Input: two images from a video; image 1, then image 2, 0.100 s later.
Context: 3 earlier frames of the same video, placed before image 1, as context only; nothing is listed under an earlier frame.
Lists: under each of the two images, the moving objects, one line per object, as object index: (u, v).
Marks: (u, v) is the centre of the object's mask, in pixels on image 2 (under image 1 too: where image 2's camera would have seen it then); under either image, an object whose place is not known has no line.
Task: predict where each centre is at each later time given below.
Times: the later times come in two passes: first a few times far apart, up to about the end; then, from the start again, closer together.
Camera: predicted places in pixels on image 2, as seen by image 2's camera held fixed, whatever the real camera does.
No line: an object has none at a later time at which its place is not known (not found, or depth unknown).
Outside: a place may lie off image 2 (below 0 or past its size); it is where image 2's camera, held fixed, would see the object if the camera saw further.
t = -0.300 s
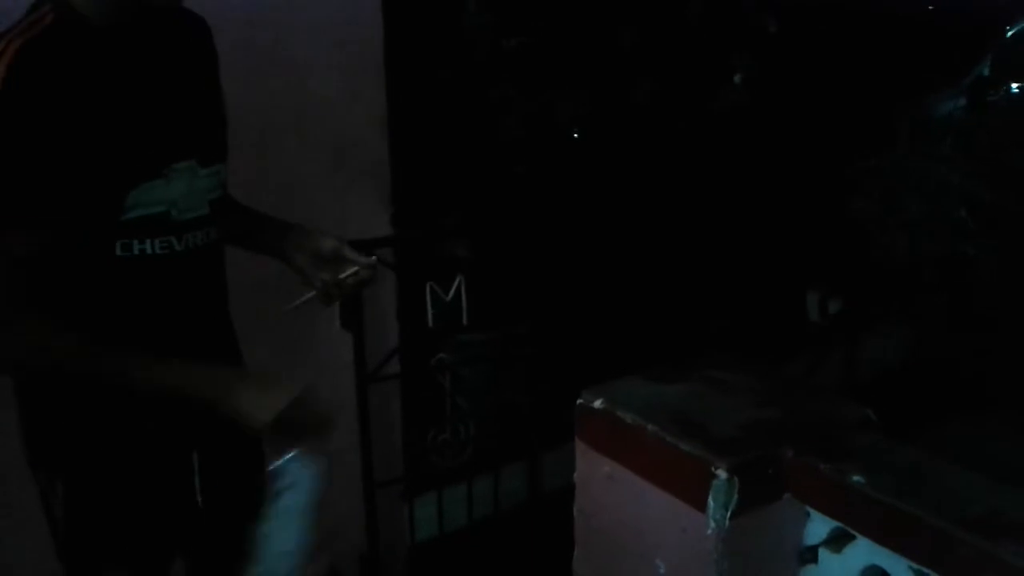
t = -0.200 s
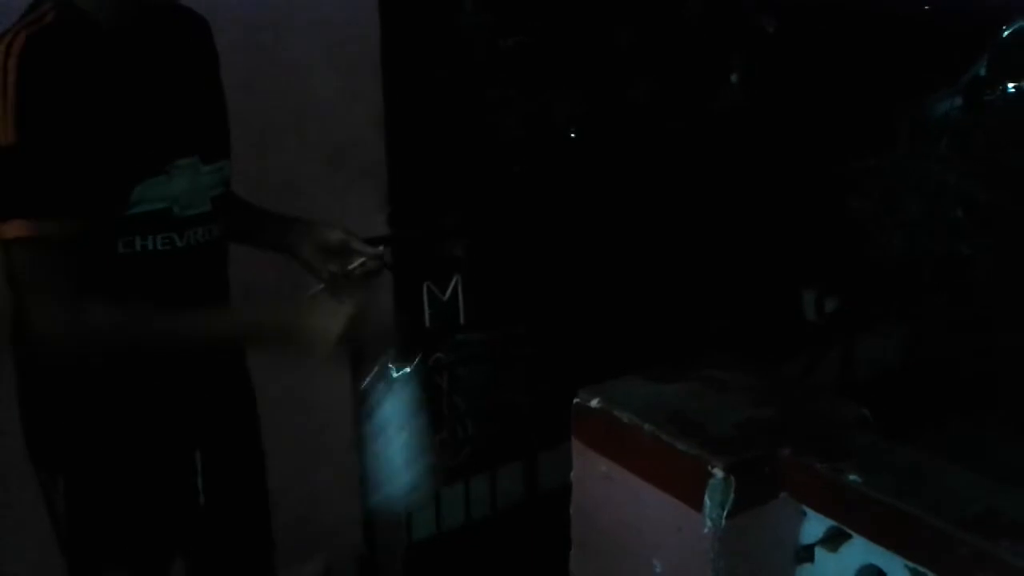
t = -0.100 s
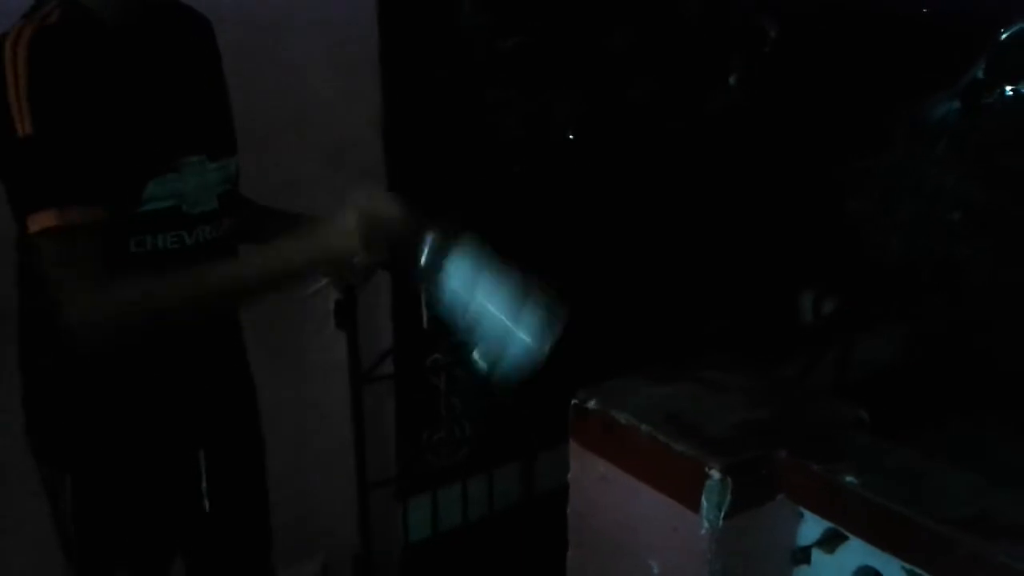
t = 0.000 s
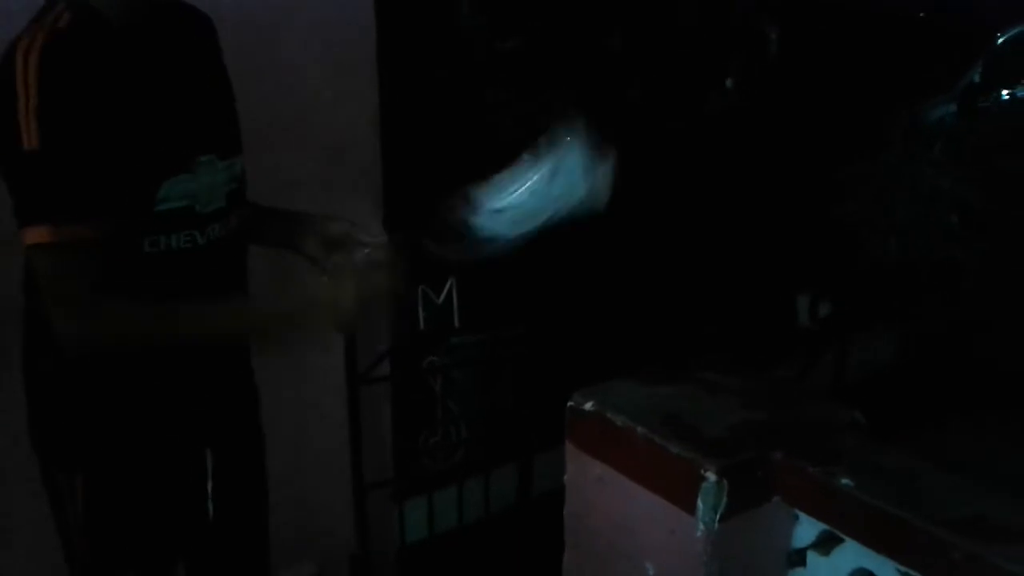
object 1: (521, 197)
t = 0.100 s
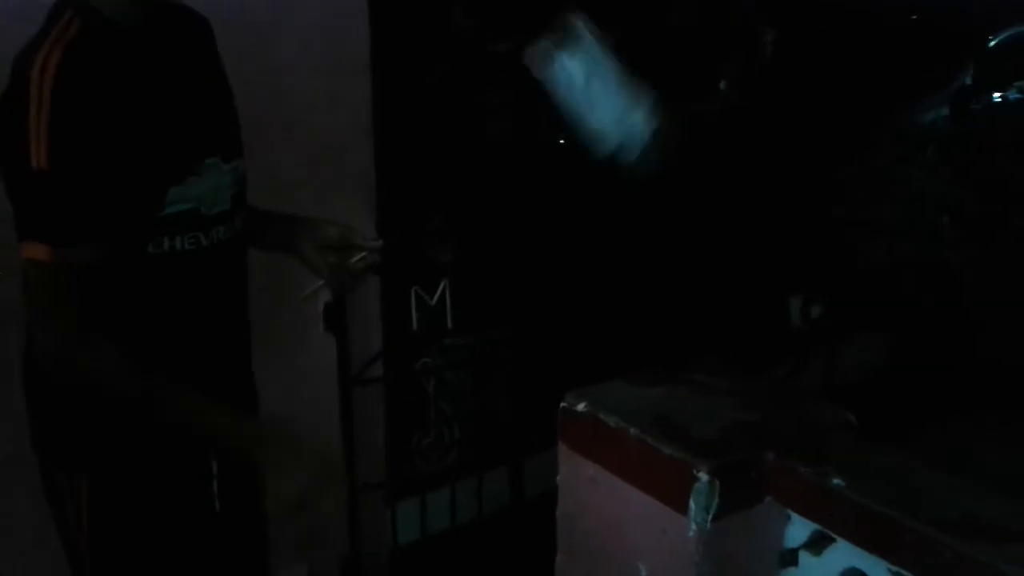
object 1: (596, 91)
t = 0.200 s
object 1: (630, 53)
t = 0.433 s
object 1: (681, 313)
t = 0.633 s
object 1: (689, 325)
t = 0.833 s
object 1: (688, 327)
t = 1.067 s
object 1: (688, 327)
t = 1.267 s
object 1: (688, 326)
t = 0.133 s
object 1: (610, 69)
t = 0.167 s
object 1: (622, 56)
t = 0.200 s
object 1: (630, 53)
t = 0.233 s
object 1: (638, 60)
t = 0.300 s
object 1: (654, 109)
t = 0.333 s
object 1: (661, 149)
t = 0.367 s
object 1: (669, 198)
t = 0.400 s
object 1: (676, 255)
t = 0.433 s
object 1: (681, 313)
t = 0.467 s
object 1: (681, 323)
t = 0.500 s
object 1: (684, 324)
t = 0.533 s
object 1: (688, 326)
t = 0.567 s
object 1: (689, 326)
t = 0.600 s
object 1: (689, 326)
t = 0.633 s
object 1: (689, 325)
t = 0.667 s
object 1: (687, 326)
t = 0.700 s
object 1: (688, 327)
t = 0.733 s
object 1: (688, 326)
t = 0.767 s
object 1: (688, 327)
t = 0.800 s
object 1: (688, 327)
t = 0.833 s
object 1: (688, 327)
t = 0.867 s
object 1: (688, 327)
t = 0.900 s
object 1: (688, 326)
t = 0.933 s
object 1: (688, 326)
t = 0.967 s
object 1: (688, 326)
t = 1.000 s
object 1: (688, 326)
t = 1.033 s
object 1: (688, 327)
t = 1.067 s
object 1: (688, 327)
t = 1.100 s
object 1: (688, 327)
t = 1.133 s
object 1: (688, 327)
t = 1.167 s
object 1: (688, 328)
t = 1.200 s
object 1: (688, 327)
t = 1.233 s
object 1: (688, 328)
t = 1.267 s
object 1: (688, 326)
